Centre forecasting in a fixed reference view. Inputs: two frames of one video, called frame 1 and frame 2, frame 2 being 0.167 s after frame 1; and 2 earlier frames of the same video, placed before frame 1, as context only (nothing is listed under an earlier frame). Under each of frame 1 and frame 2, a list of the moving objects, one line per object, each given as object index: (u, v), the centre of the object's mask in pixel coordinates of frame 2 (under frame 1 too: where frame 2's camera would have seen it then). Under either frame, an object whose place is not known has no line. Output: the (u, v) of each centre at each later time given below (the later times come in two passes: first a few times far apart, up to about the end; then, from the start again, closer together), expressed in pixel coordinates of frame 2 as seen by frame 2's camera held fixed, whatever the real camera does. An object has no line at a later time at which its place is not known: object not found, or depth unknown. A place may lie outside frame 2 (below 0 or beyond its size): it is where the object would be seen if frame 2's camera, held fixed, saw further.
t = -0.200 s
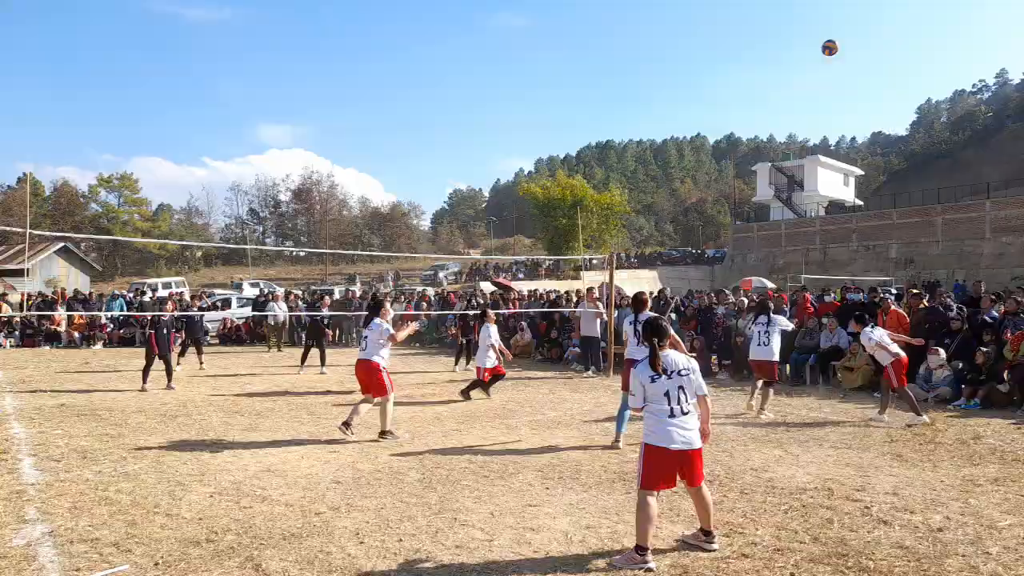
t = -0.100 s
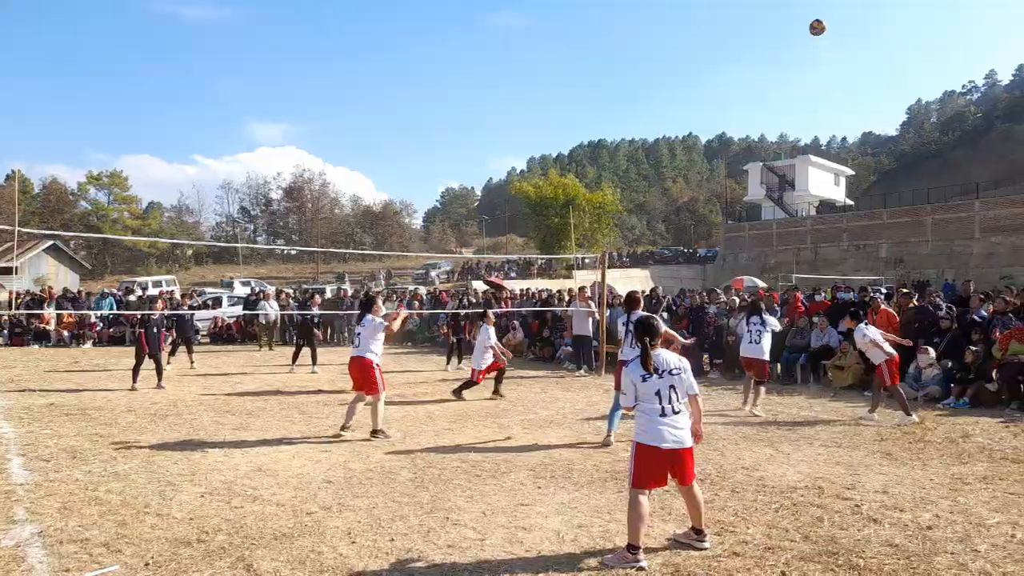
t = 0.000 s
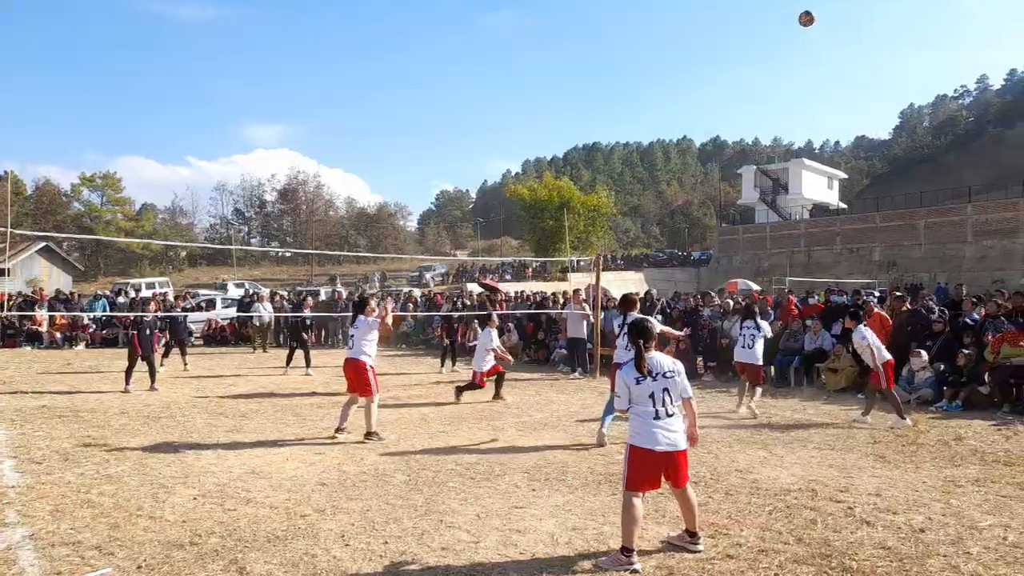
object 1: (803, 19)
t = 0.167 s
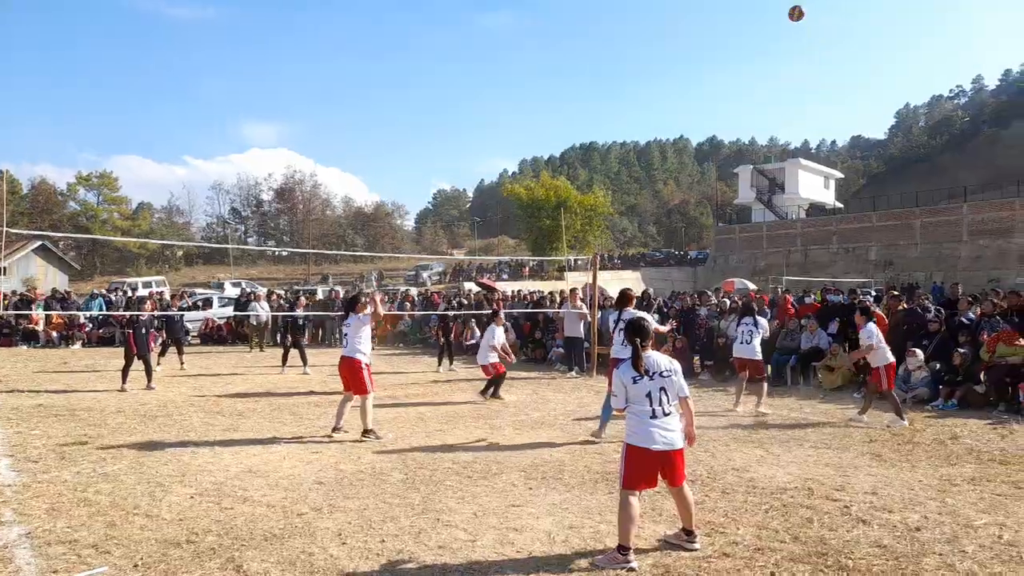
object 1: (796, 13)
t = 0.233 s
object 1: (794, 16)
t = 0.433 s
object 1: (786, 47)
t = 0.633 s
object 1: (779, 105)
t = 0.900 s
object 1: (766, 224)
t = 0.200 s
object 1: (795, 14)
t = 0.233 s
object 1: (794, 16)
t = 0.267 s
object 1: (792, 20)
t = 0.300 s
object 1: (790, 23)
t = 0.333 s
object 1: (789, 28)
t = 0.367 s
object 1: (788, 33)
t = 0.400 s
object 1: (787, 40)
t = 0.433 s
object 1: (786, 47)
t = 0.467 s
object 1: (784, 54)
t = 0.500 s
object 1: (783, 63)
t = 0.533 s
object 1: (783, 72)
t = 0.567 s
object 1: (782, 82)
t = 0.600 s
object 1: (780, 93)
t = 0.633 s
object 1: (779, 105)
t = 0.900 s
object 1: (766, 224)
